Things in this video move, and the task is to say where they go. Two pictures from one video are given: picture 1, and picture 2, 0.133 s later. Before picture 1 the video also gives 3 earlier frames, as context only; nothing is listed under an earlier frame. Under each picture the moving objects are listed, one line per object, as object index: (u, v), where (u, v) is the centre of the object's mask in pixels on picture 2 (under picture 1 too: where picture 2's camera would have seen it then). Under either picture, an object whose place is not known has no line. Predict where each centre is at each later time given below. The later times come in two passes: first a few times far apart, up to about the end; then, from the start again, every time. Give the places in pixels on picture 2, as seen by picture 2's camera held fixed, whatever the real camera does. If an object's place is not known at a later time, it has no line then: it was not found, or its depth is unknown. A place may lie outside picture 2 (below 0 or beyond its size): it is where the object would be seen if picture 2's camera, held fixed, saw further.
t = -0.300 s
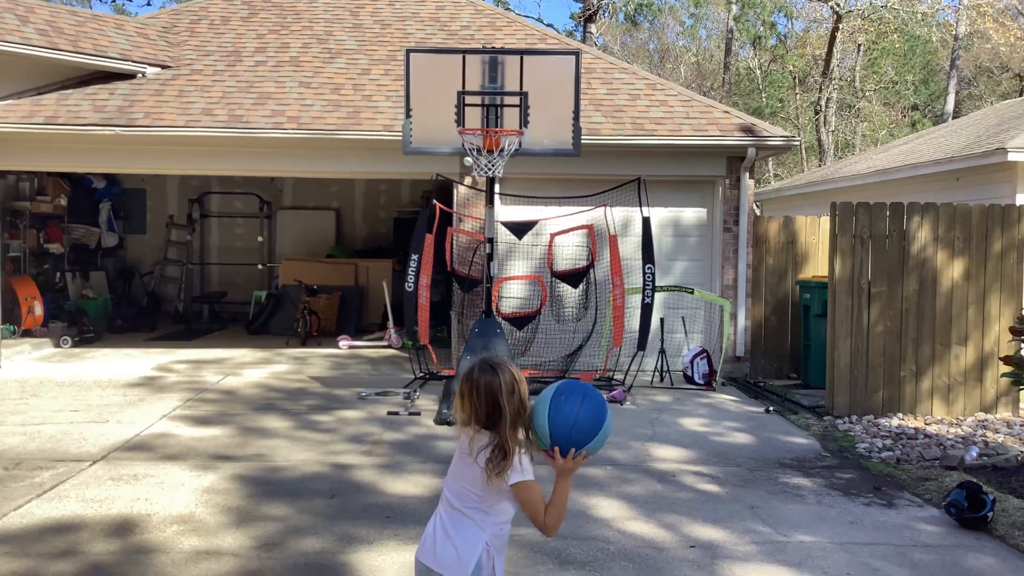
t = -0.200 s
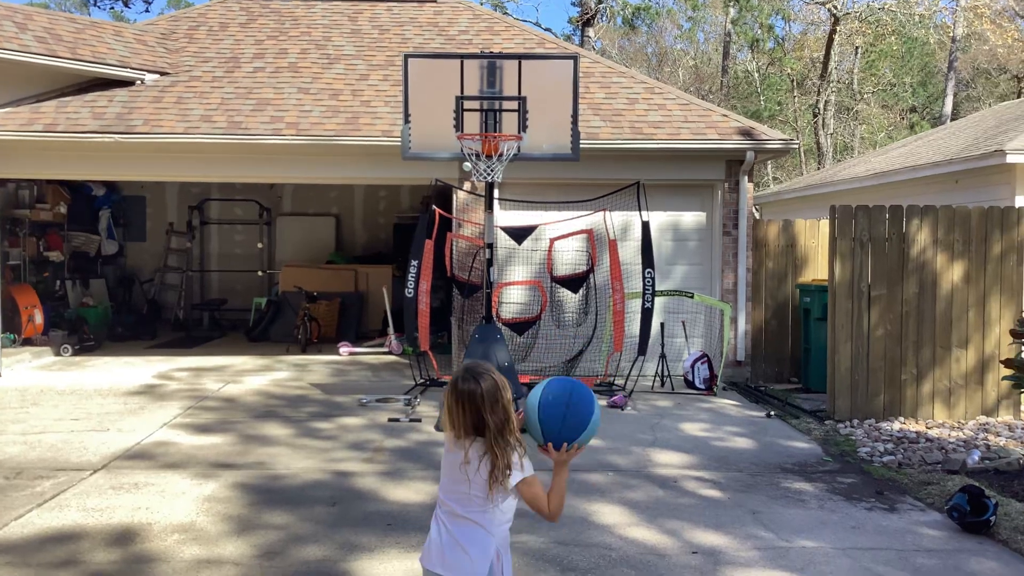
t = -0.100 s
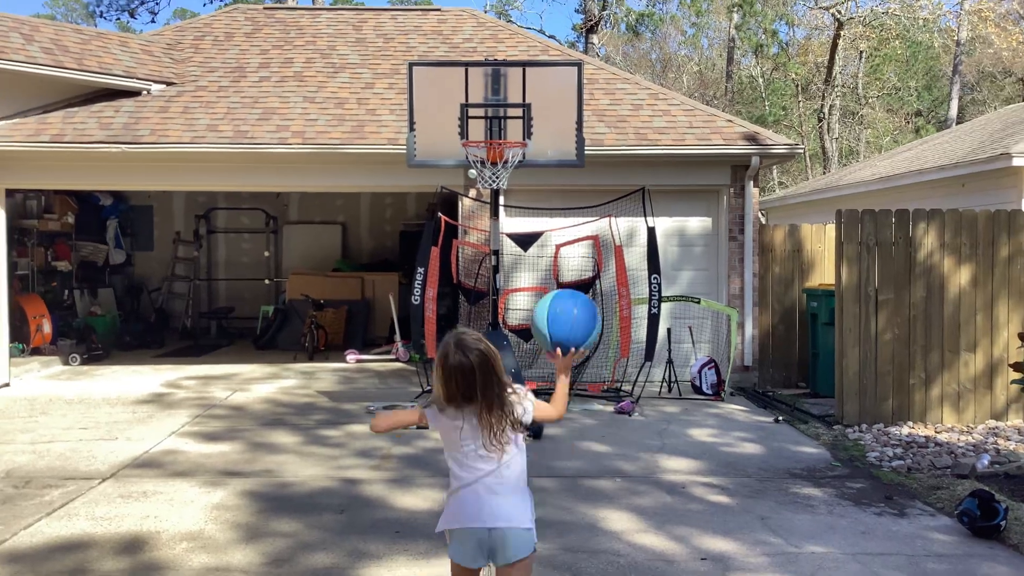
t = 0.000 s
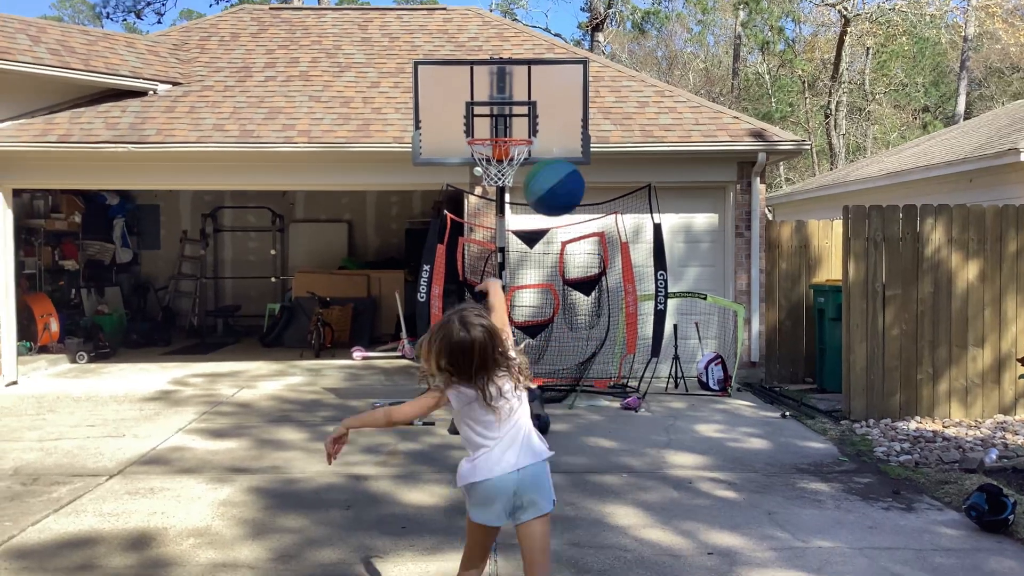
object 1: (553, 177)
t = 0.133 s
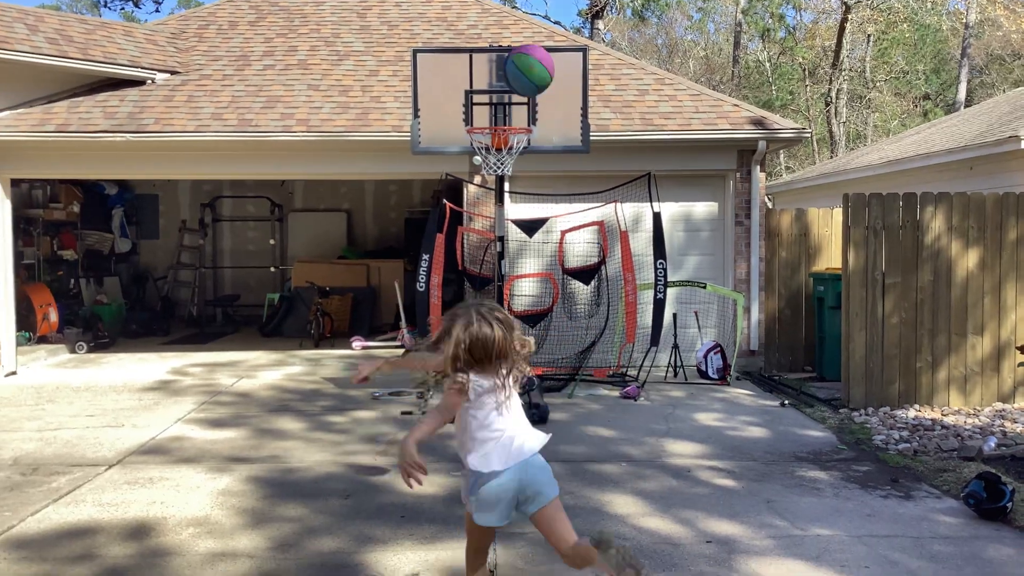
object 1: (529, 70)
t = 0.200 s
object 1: (519, 42)
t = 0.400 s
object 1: (495, 23)
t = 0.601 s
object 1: (480, 70)
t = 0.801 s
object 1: (480, 115)
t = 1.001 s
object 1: (502, 109)
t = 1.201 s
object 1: (505, 115)
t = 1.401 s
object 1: (481, 150)
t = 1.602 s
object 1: (477, 203)
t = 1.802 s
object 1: (476, 303)
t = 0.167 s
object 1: (523, 54)
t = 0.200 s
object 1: (519, 42)
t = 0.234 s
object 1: (514, 31)
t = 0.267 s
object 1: (510, 25)
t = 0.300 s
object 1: (506, 22)
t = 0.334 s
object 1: (503, 20)
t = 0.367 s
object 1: (499, 19)
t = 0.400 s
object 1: (495, 23)
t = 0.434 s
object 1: (492, 27)
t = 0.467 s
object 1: (490, 31)
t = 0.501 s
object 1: (487, 40)
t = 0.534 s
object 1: (484, 49)
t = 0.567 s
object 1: (483, 59)
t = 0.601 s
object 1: (480, 70)
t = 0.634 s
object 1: (477, 83)
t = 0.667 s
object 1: (475, 95)
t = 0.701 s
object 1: (474, 109)
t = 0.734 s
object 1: (475, 114)
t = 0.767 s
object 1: (477, 115)
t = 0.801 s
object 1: (480, 115)
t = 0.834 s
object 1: (483, 115)
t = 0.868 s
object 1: (489, 115)
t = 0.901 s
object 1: (493, 113)
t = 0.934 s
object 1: (496, 110)
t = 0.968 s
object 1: (499, 109)
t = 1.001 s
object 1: (502, 109)
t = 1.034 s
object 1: (505, 110)
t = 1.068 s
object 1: (509, 111)
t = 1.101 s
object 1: (512, 114)
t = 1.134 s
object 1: (512, 116)
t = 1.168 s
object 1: (509, 115)
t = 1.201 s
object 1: (505, 115)
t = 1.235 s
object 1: (500, 116)
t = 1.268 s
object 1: (497, 118)
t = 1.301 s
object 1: (492, 124)
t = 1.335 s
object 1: (488, 132)
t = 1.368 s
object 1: (485, 141)
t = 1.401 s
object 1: (481, 150)
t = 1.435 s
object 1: (479, 157)
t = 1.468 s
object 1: (479, 168)
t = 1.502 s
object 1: (478, 172)
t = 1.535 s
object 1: (477, 181)
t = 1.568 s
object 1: (477, 191)
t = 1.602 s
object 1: (477, 203)
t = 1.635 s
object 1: (477, 216)
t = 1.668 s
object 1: (477, 232)
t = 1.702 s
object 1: (476, 246)
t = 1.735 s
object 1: (477, 264)
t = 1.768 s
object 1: (476, 282)
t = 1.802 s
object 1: (476, 303)
